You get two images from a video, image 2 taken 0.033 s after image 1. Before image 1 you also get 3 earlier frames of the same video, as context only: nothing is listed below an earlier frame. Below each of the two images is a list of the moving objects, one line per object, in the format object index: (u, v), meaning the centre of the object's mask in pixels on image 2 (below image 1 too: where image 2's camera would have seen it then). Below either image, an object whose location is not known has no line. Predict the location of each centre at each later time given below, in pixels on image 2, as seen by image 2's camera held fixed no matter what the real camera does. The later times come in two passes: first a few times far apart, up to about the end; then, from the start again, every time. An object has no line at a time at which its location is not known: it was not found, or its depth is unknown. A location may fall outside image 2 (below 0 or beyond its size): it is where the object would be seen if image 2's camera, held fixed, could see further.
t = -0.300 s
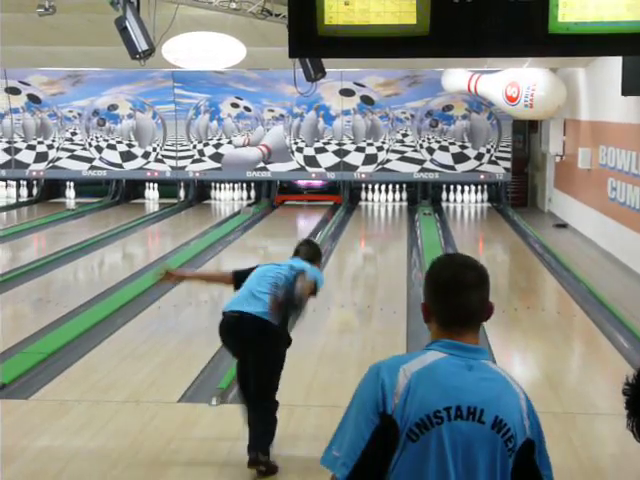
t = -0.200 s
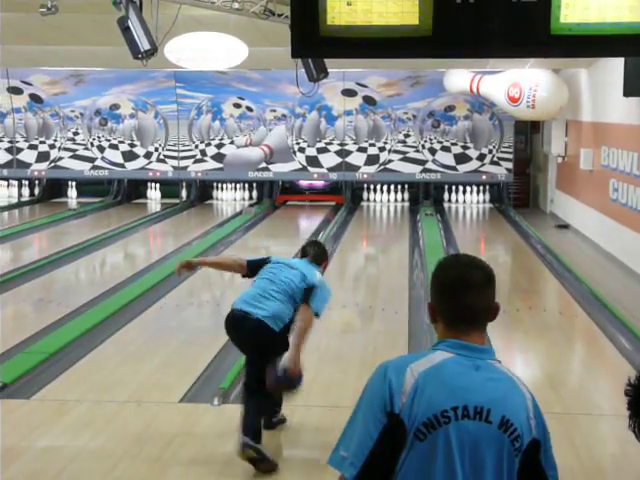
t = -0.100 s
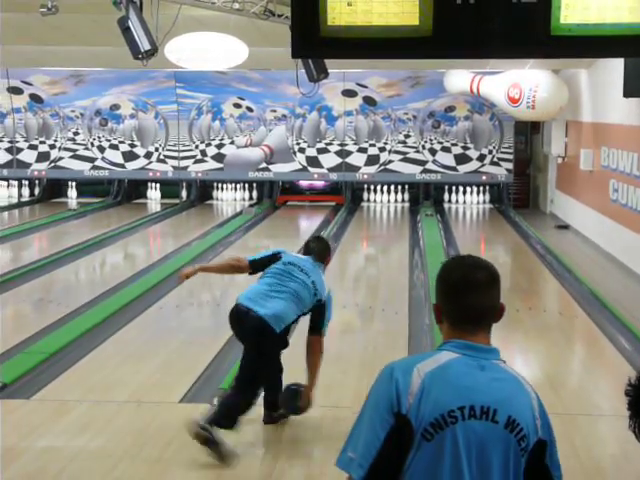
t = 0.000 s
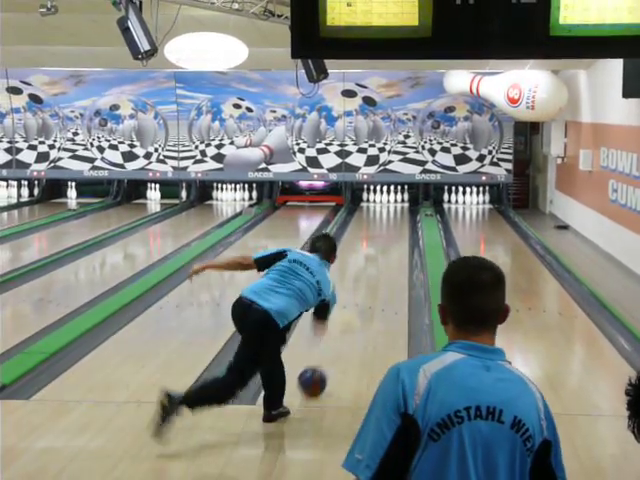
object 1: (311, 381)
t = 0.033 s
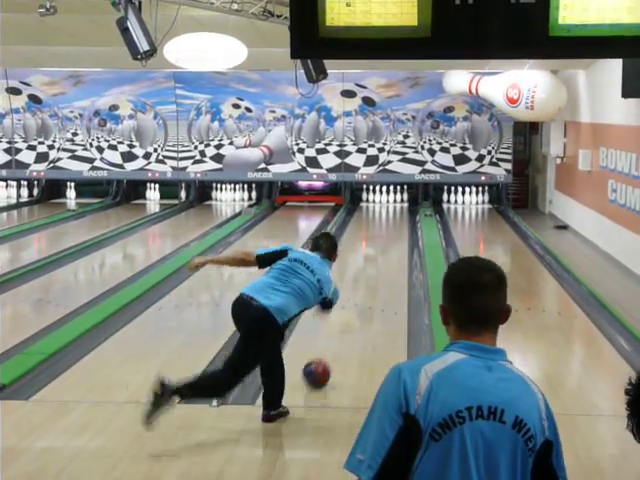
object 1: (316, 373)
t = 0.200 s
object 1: (335, 338)
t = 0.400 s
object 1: (352, 308)
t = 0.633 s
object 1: (366, 280)
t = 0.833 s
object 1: (375, 263)
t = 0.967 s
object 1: (382, 253)
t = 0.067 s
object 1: (320, 365)
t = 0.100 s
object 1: (325, 358)
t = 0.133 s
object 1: (328, 351)
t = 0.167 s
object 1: (332, 344)
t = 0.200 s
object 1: (335, 338)
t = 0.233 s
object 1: (339, 332)
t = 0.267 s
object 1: (342, 327)
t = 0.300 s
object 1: (345, 321)
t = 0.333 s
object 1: (347, 316)
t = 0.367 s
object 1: (350, 312)
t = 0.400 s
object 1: (352, 308)
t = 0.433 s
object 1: (355, 303)
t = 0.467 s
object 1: (357, 299)
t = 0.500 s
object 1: (359, 295)
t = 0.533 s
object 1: (361, 291)
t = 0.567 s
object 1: (363, 287)
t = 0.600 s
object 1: (365, 284)
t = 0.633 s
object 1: (366, 280)
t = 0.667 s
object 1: (368, 277)
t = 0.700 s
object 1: (369, 274)
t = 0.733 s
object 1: (371, 271)
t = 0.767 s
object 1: (372, 268)
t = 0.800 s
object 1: (374, 265)
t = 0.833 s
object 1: (375, 263)
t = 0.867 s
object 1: (377, 260)
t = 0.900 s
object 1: (378, 257)
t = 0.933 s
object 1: (379, 255)
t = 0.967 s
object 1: (382, 253)
